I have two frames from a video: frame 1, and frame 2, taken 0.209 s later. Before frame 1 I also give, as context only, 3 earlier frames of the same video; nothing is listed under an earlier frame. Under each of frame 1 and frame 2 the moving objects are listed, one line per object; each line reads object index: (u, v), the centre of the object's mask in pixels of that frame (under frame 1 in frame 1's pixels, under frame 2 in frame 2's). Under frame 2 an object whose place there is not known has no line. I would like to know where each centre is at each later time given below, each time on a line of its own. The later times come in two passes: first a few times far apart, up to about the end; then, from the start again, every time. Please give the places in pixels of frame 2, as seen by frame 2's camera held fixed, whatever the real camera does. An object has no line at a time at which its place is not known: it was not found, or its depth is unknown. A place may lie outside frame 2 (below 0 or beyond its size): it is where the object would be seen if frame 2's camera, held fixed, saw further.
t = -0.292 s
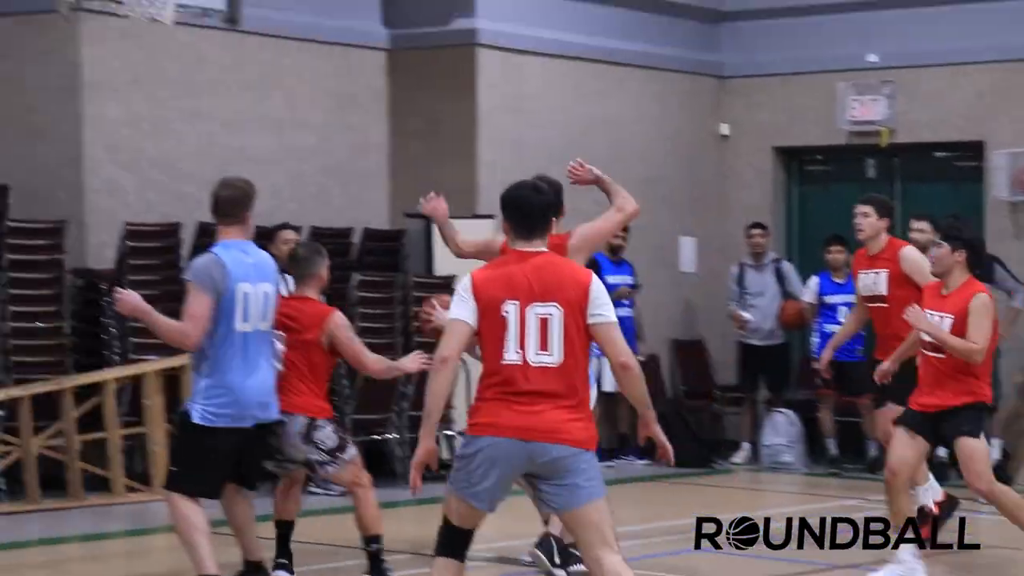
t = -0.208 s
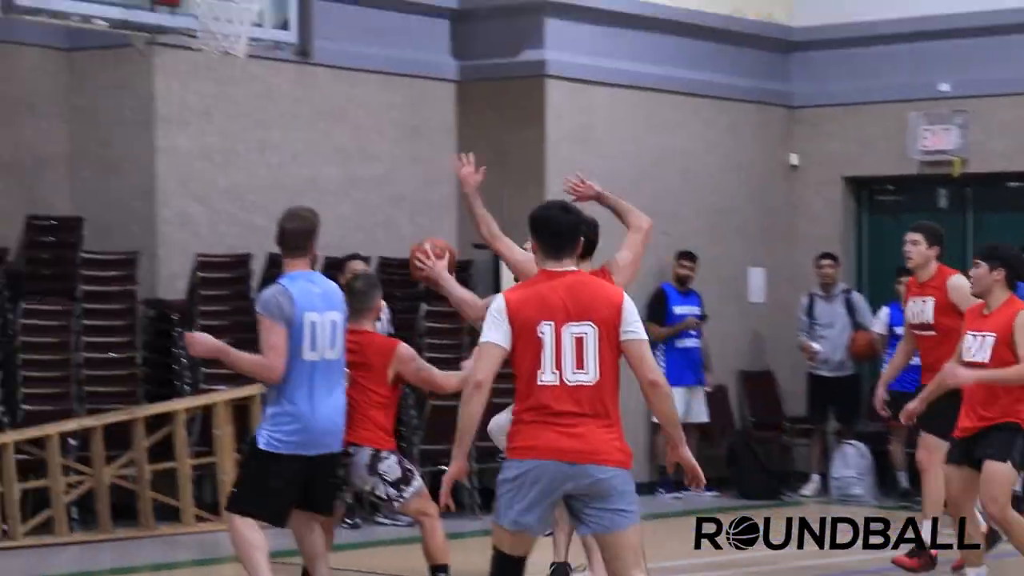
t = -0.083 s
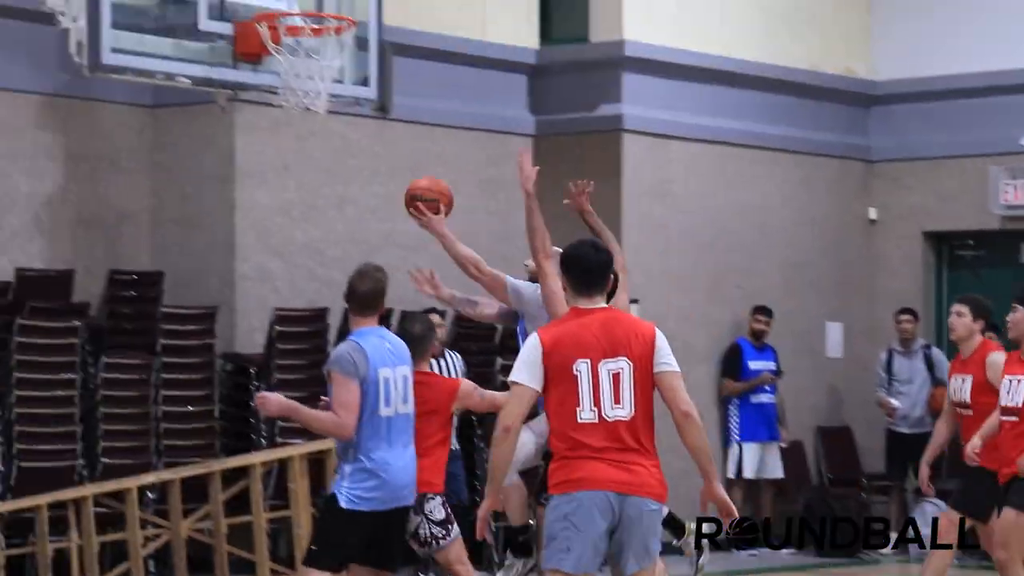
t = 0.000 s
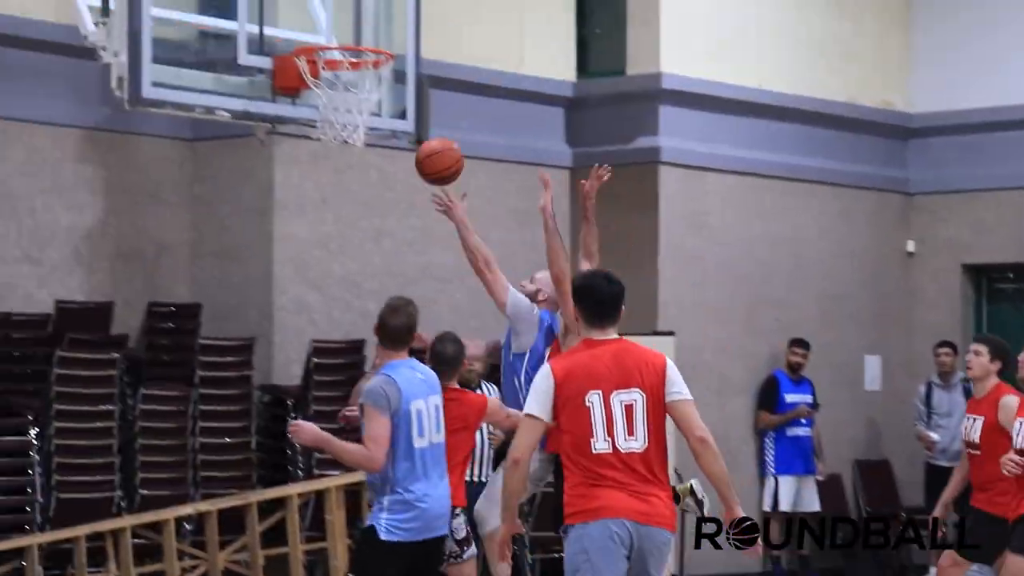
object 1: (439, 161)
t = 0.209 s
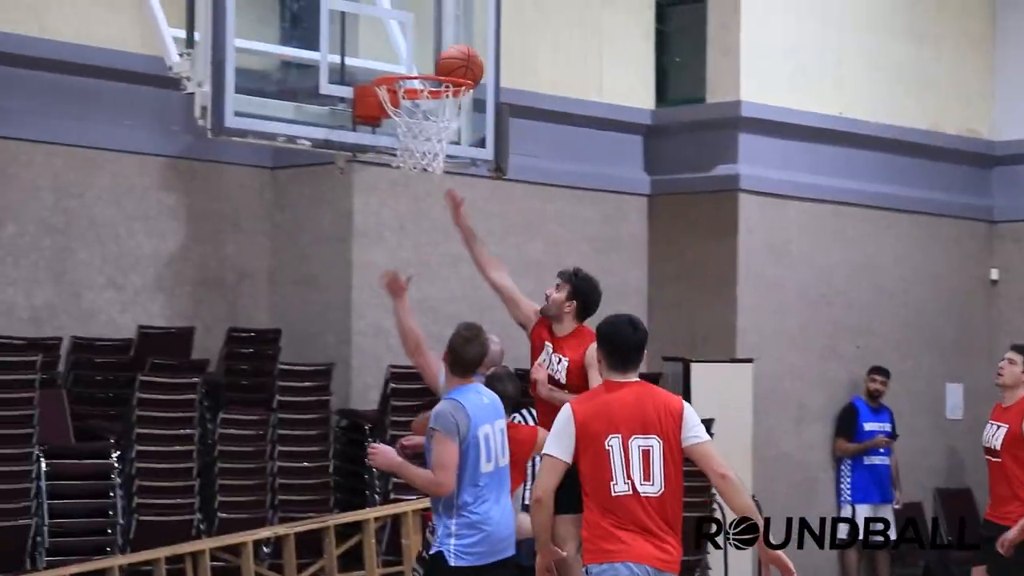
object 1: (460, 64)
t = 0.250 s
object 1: (447, 54)
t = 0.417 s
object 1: (425, 35)
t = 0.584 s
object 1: (427, 59)
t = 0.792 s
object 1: (422, 78)
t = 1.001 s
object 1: (417, 121)
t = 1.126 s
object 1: (397, 171)
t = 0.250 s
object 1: (447, 54)
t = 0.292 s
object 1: (434, 44)
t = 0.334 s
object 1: (423, 36)
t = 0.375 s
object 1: (424, 34)
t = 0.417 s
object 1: (425, 35)
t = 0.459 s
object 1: (427, 41)
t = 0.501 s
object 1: (429, 49)
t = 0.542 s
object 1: (431, 57)
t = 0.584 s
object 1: (427, 59)
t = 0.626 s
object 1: (421, 58)
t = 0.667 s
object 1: (416, 60)
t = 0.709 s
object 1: (411, 71)
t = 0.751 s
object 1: (415, 73)
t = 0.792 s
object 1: (422, 78)
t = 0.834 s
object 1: (430, 82)
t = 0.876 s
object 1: (441, 92)
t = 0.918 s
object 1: (436, 98)
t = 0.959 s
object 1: (426, 107)
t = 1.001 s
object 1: (417, 121)
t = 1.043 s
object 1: (409, 137)
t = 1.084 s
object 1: (402, 152)
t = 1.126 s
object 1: (397, 171)
